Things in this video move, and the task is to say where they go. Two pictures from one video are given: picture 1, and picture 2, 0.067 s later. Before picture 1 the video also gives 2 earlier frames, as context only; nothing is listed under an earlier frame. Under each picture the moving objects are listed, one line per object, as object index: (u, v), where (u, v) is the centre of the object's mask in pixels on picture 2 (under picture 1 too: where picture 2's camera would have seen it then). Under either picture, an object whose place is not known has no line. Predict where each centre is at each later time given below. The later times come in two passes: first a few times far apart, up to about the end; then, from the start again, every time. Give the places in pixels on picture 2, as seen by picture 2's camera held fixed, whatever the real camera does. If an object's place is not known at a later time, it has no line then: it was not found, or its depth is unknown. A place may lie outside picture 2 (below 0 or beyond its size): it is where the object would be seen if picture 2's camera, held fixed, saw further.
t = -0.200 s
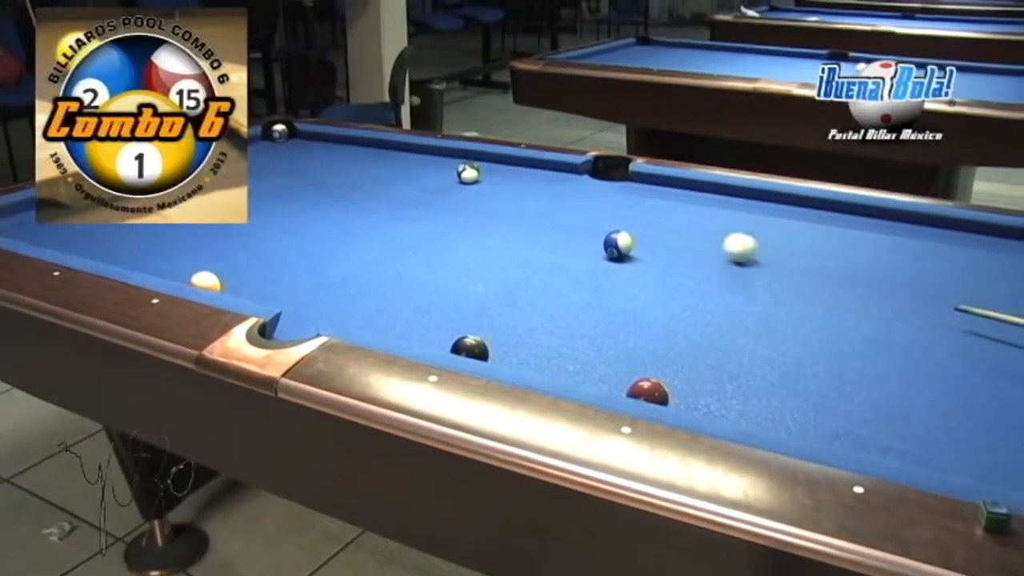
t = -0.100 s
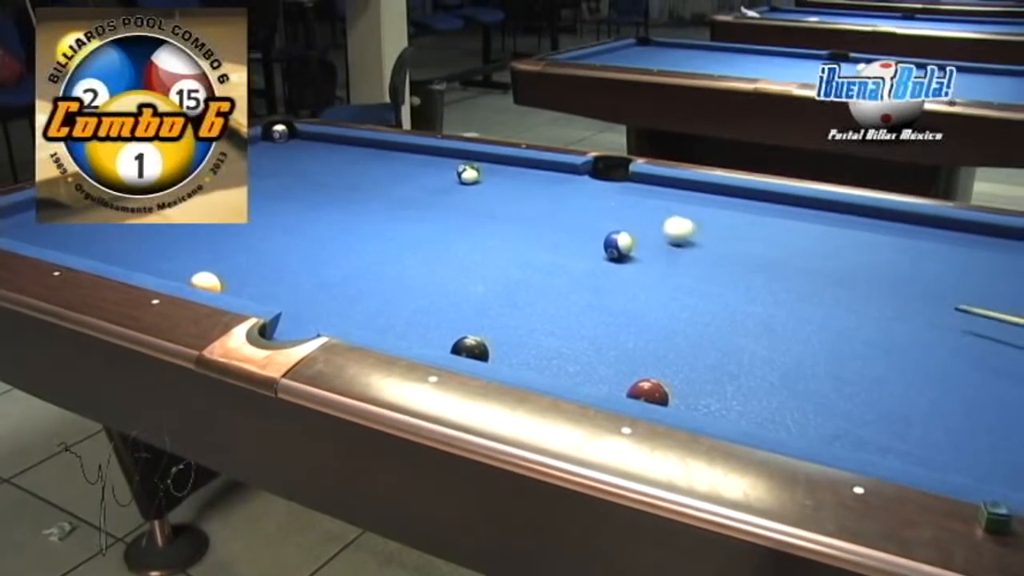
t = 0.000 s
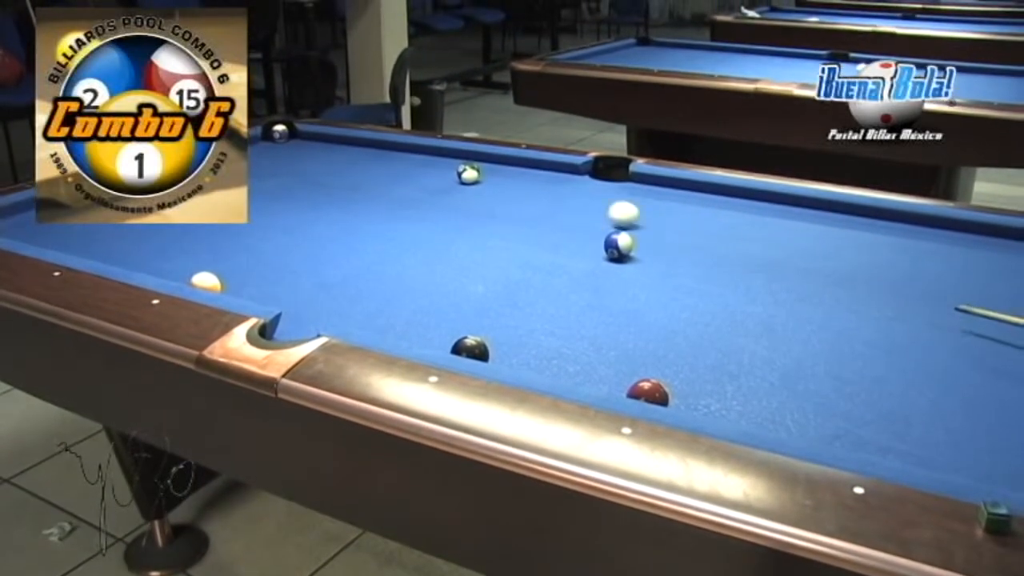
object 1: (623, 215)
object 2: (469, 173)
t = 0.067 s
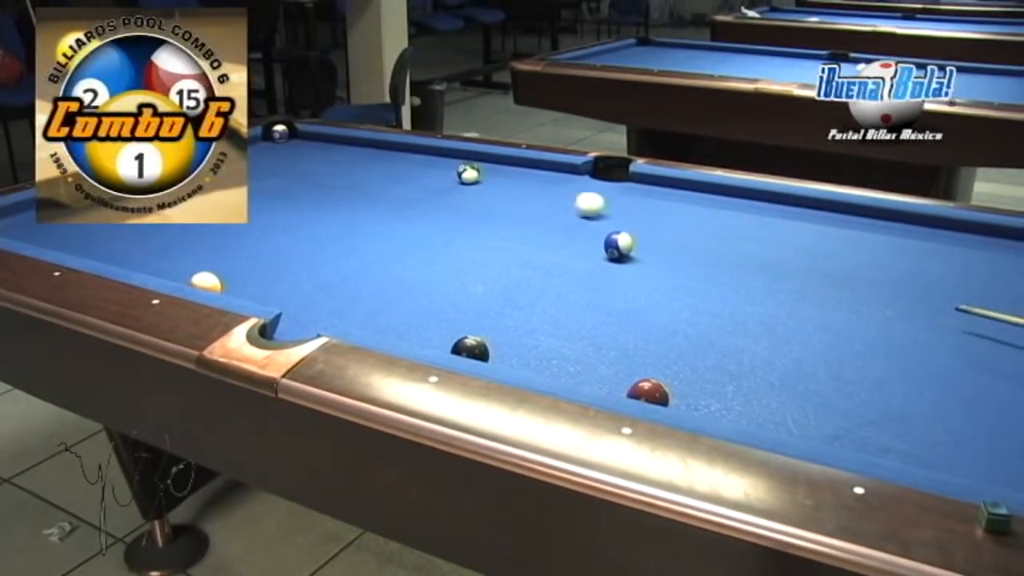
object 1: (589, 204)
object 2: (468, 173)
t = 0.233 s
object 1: (514, 183)
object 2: (469, 173)
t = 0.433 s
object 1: (488, 171)
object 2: (421, 164)
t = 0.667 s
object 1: (478, 161)
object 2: (361, 153)
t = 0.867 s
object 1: (469, 155)
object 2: (318, 146)
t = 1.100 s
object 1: (448, 157)
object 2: (273, 137)
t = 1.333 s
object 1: (430, 157)
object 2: (283, 138)
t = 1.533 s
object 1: (415, 158)
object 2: (302, 140)
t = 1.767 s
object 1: (398, 159)
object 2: (324, 143)
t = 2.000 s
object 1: (383, 160)
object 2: (345, 145)
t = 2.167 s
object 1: (373, 161)
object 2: (359, 147)
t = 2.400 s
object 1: (361, 161)
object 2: (381, 150)
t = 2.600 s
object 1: (351, 162)
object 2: (398, 152)
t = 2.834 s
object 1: (341, 163)
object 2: (417, 154)
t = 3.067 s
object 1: (331, 163)
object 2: (436, 157)
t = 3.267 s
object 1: (326, 163)
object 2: (452, 158)
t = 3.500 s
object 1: (322, 164)
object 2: (471, 160)
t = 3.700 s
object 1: (319, 164)
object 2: (486, 161)
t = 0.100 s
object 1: (574, 200)
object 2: (469, 173)
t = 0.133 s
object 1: (558, 196)
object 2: (469, 173)
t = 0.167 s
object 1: (543, 191)
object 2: (469, 173)
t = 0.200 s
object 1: (528, 187)
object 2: (469, 173)
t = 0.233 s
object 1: (514, 183)
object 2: (469, 173)
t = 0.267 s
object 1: (501, 179)
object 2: (468, 173)
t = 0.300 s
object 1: (488, 176)
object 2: (467, 173)
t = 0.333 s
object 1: (489, 174)
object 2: (455, 171)
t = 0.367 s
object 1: (489, 173)
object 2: (443, 169)
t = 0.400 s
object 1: (489, 172)
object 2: (431, 167)
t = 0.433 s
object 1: (488, 171)
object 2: (421, 164)
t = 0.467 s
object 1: (486, 169)
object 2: (410, 162)
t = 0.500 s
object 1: (485, 168)
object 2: (400, 160)
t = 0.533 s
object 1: (484, 166)
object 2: (392, 159)
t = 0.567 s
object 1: (482, 165)
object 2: (385, 158)
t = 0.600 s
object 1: (480, 164)
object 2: (375, 155)
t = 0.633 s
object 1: (479, 163)
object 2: (369, 155)
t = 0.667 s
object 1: (478, 161)
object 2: (361, 153)
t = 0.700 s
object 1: (477, 160)
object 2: (353, 151)
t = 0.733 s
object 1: (476, 159)
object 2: (346, 151)
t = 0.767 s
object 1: (474, 157)
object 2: (339, 149)
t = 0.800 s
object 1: (473, 156)
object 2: (331, 148)
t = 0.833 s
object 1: (472, 155)
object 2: (324, 147)
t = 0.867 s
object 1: (469, 155)
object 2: (318, 146)
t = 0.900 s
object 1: (465, 155)
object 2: (309, 144)
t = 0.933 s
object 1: (463, 156)
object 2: (304, 143)
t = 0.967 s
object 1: (460, 156)
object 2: (298, 142)
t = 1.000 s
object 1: (457, 156)
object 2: (291, 141)
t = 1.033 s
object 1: (454, 156)
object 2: (284, 141)
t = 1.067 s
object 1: (452, 156)
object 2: (279, 139)
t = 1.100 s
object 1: (448, 157)
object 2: (273, 137)
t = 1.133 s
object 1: (446, 157)
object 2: (268, 137)
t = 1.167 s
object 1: (443, 157)
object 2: (268, 137)
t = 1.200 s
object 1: (440, 157)
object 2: (271, 136)
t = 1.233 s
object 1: (438, 157)
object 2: (273, 137)
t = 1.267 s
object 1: (435, 157)
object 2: (276, 137)
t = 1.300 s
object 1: (432, 157)
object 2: (279, 138)
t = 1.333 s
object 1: (430, 157)
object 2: (283, 138)
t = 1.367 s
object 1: (427, 157)
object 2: (286, 138)
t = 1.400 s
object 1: (425, 157)
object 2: (289, 139)
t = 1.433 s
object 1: (422, 157)
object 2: (293, 140)
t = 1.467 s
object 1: (420, 158)
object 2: (295, 140)
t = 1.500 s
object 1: (417, 158)
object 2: (299, 139)
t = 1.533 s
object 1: (415, 158)
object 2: (302, 140)
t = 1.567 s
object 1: (412, 158)
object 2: (305, 141)
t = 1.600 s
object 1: (410, 158)
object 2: (309, 142)
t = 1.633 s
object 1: (407, 158)
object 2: (312, 142)
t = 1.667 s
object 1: (405, 159)
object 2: (314, 142)
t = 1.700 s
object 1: (403, 159)
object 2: (317, 143)
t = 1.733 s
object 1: (400, 159)
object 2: (321, 143)
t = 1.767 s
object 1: (398, 159)
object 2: (324, 143)
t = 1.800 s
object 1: (396, 159)
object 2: (328, 143)
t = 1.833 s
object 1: (394, 159)
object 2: (331, 144)
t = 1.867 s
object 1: (391, 159)
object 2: (334, 145)
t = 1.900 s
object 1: (389, 160)
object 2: (336, 145)
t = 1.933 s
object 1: (387, 160)
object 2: (339, 145)
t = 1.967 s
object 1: (385, 160)
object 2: (342, 145)
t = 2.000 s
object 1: (383, 160)
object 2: (345, 145)
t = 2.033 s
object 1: (381, 160)
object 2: (348, 146)
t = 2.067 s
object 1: (379, 160)
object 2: (352, 146)
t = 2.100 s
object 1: (377, 160)
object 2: (354, 147)
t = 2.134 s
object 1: (375, 160)
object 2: (357, 147)
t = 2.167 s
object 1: (373, 161)
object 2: (359, 147)
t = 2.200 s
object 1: (371, 160)
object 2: (361, 146)
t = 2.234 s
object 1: (369, 161)
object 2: (365, 145)
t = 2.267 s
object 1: (368, 161)
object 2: (370, 144)
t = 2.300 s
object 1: (366, 161)
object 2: (374, 146)
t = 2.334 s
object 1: (364, 161)
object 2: (377, 147)
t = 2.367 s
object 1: (362, 162)
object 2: (379, 149)
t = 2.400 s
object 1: (361, 161)
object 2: (381, 150)
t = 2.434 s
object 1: (360, 161)
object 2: (383, 151)
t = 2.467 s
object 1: (358, 162)
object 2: (387, 151)
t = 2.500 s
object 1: (356, 162)
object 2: (390, 151)
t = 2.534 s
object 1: (354, 162)
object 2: (393, 151)
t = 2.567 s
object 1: (353, 162)
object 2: (396, 151)
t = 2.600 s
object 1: (351, 162)
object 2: (398, 152)
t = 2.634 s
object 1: (349, 162)
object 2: (402, 152)
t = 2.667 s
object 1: (348, 163)
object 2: (405, 153)
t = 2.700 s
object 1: (346, 162)
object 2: (407, 153)
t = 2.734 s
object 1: (345, 162)
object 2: (409, 154)
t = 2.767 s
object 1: (344, 163)
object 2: (412, 154)
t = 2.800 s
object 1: (342, 163)
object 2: (414, 154)
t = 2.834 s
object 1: (341, 163)
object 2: (417, 154)
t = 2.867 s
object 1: (339, 163)
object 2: (420, 154)
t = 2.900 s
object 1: (338, 163)
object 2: (423, 155)
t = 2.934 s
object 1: (337, 163)
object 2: (426, 155)
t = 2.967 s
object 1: (335, 163)
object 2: (429, 156)
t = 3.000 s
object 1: (334, 163)
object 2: (431, 156)
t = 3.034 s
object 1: (333, 163)
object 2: (434, 157)
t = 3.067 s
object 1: (331, 163)
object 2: (436, 157)
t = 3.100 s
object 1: (331, 164)
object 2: (438, 157)
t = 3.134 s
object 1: (330, 164)
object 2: (441, 157)
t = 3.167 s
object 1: (329, 164)
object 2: (444, 158)
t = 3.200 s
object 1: (328, 164)
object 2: (447, 157)
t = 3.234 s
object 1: (327, 164)
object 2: (449, 158)
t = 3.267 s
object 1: (326, 163)
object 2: (452, 158)
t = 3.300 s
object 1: (326, 164)
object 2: (456, 159)
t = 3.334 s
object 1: (325, 164)
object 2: (459, 159)
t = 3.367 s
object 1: (324, 164)
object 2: (461, 159)
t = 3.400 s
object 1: (324, 164)
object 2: (464, 160)
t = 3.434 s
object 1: (323, 164)
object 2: (466, 160)
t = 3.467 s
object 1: (322, 164)
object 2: (468, 160)
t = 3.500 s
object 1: (322, 164)
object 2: (471, 160)
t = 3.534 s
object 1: (321, 164)
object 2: (474, 161)
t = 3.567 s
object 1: (320, 164)
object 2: (476, 161)
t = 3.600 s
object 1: (320, 164)
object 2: (479, 160)
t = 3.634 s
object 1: (319, 164)
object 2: (481, 161)
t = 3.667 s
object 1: (319, 164)
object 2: (484, 161)
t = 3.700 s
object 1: (319, 164)
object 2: (486, 161)
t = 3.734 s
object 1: (318, 164)
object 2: (489, 162)
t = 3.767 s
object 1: (318, 165)
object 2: (492, 162)
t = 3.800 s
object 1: (317, 165)
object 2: (494, 163)
